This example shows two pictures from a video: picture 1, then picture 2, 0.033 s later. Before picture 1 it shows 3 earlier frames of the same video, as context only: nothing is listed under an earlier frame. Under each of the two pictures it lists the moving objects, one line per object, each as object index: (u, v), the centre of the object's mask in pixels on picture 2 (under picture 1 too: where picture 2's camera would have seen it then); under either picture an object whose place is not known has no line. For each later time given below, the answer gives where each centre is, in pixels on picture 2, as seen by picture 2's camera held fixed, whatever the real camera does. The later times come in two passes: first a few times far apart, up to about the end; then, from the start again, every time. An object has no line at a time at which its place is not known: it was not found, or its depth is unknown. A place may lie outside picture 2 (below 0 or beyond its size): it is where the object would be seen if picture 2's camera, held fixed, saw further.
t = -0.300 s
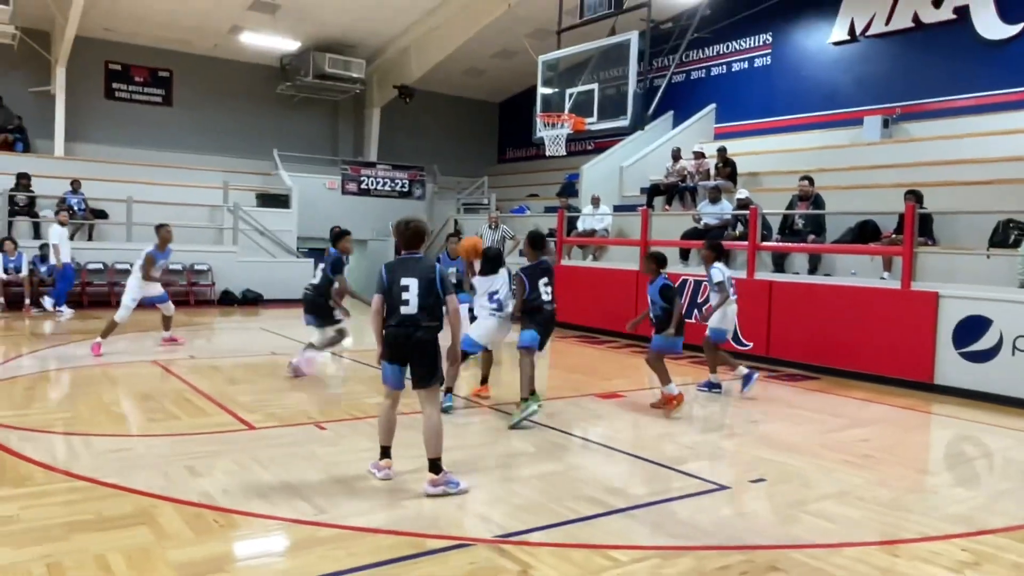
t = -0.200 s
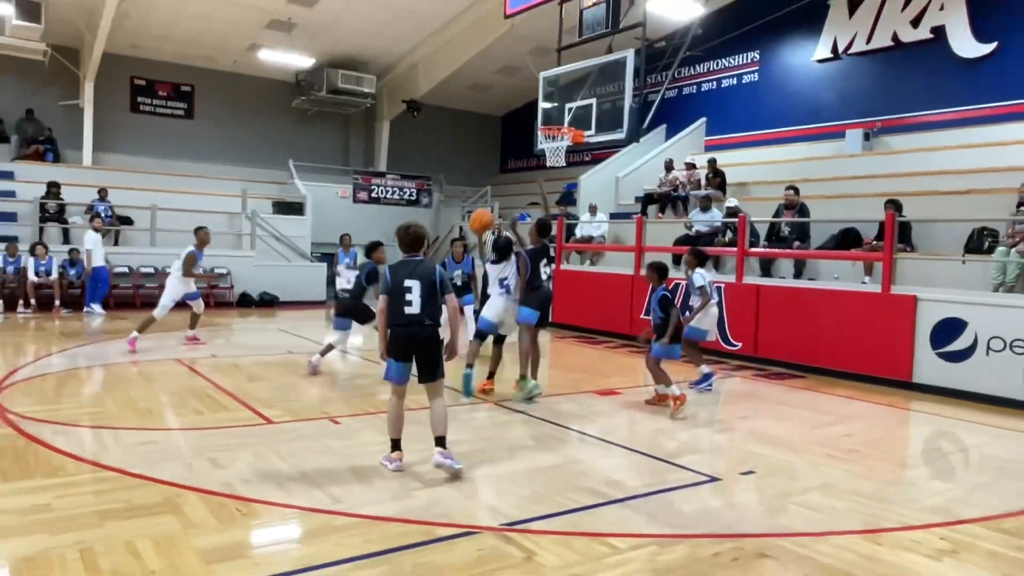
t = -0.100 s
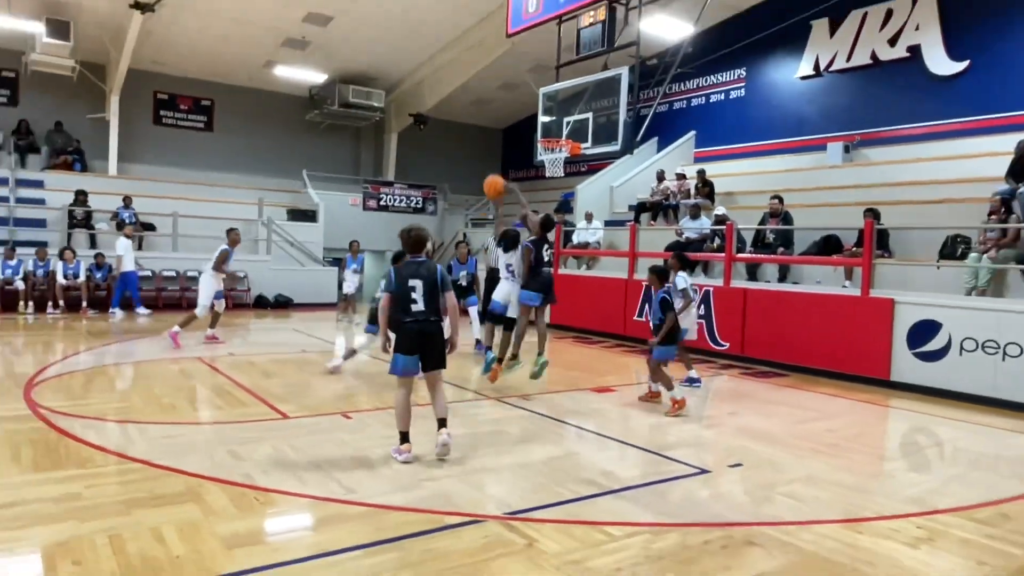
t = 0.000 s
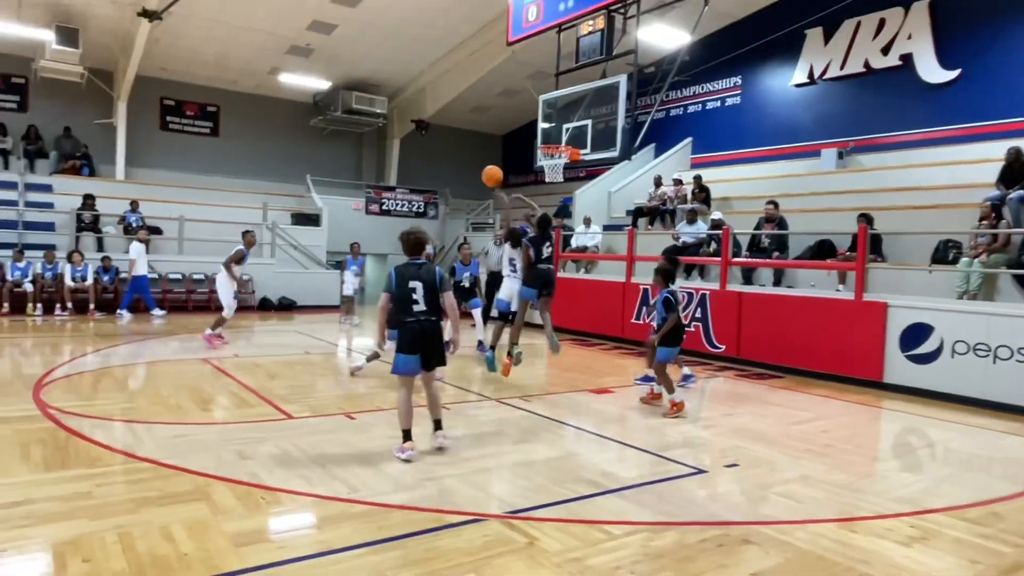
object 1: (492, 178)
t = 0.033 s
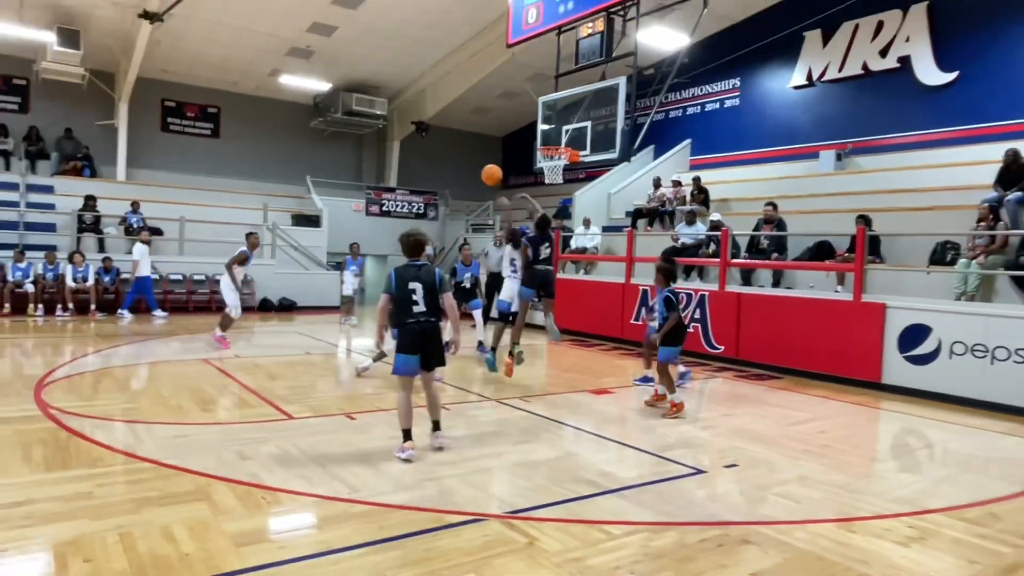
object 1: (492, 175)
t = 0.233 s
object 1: (490, 179)
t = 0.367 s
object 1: (488, 197)
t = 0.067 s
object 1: (492, 173)
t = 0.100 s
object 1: (491, 173)
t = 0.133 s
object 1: (491, 173)
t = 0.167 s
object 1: (491, 174)
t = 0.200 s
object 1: (491, 176)
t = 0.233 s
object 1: (490, 179)
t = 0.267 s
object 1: (489, 182)
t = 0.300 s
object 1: (489, 187)
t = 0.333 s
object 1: (489, 192)
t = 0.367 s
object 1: (488, 197)
